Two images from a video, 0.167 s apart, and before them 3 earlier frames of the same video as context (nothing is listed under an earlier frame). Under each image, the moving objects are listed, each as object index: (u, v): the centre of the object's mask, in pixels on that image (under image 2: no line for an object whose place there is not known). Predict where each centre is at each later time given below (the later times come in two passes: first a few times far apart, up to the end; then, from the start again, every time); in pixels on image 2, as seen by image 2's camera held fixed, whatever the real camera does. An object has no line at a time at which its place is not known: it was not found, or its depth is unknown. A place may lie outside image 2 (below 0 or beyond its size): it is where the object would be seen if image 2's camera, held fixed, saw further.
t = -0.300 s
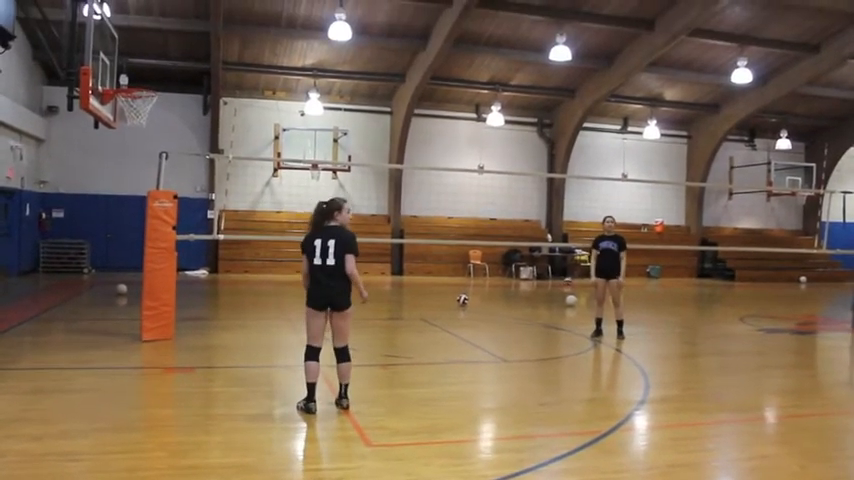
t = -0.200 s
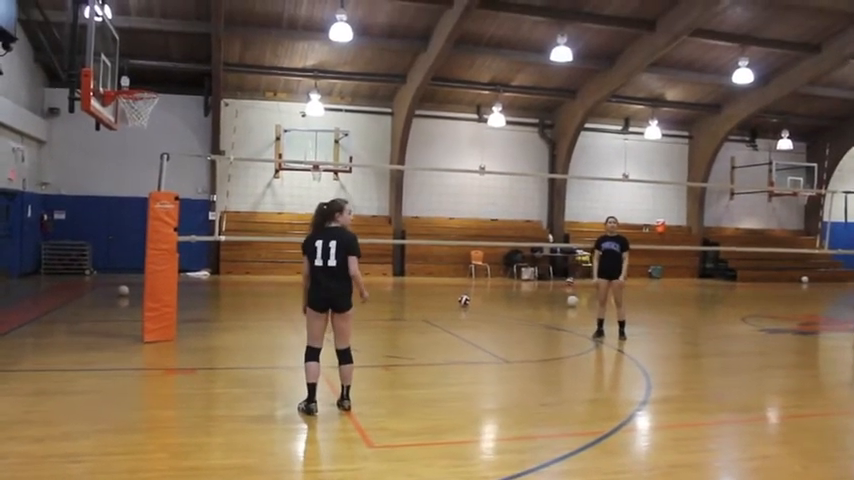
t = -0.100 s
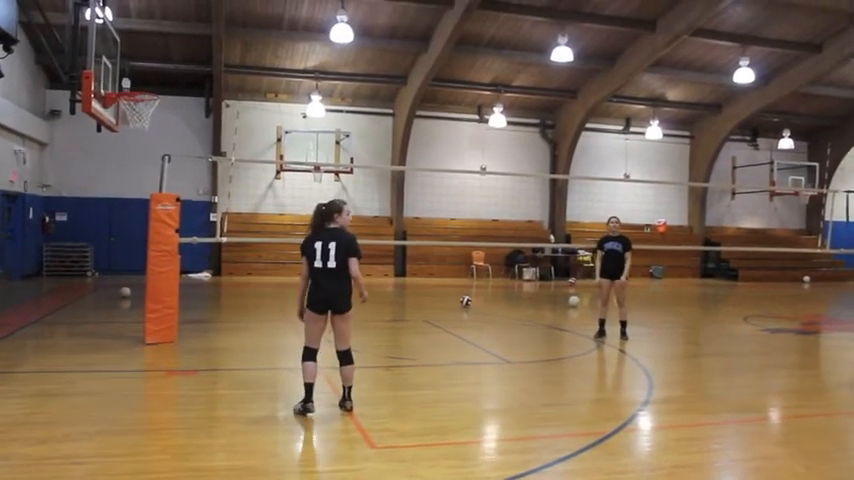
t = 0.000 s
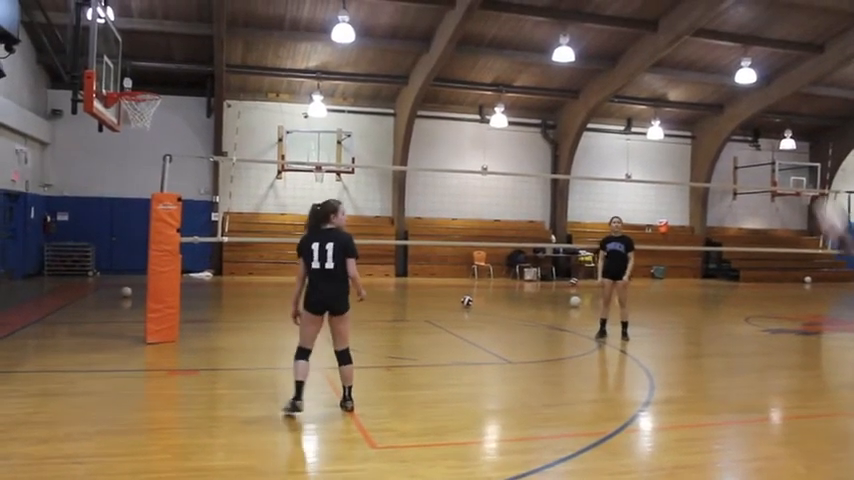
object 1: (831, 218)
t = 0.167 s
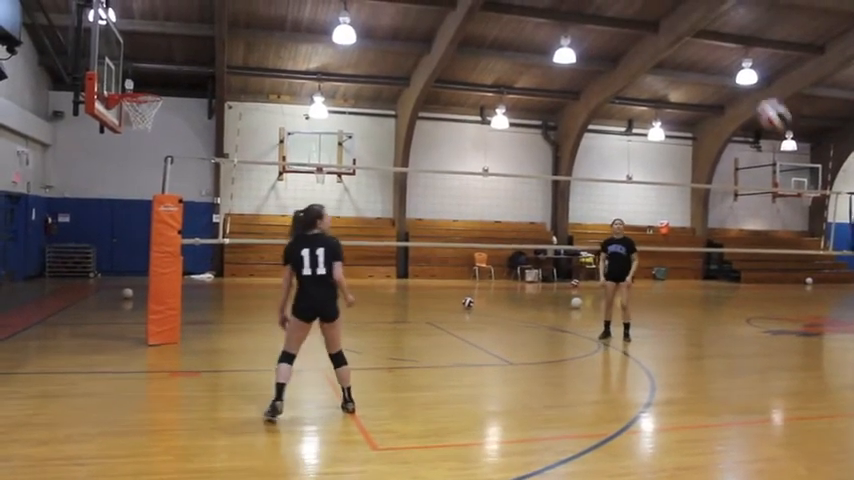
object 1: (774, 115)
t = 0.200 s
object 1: (763, 99)
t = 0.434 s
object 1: (702, 53)
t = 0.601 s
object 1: (669, 57)
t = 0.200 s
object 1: (763, 99)
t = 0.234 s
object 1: (755, 91)
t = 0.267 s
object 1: (741, 79)
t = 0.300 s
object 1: (731, 69)
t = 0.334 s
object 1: (725, 63)
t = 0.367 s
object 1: (718, 58)
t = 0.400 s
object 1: (710, 55)
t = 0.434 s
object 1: (702, 53)
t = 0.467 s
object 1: (696, 52)
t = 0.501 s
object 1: (689, 51)
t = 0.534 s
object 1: (681, 52)
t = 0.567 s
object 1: (676, 54)
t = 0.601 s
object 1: (669, 57)
